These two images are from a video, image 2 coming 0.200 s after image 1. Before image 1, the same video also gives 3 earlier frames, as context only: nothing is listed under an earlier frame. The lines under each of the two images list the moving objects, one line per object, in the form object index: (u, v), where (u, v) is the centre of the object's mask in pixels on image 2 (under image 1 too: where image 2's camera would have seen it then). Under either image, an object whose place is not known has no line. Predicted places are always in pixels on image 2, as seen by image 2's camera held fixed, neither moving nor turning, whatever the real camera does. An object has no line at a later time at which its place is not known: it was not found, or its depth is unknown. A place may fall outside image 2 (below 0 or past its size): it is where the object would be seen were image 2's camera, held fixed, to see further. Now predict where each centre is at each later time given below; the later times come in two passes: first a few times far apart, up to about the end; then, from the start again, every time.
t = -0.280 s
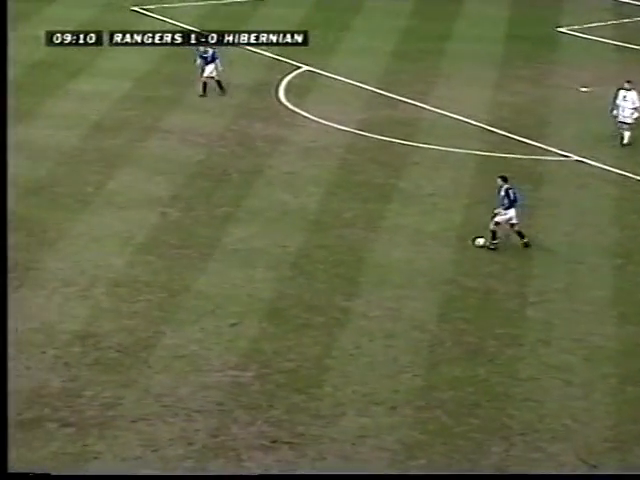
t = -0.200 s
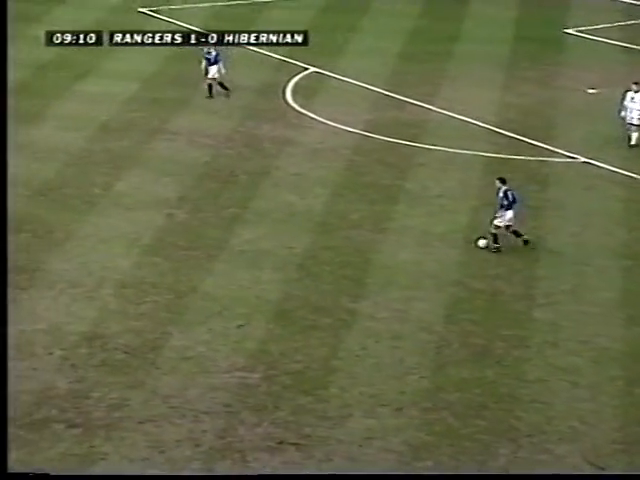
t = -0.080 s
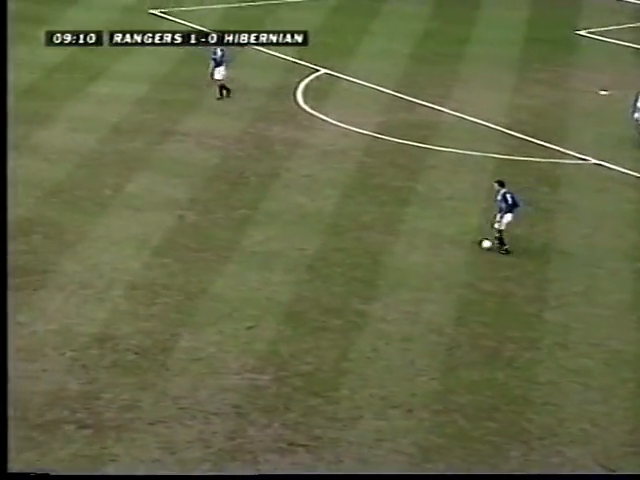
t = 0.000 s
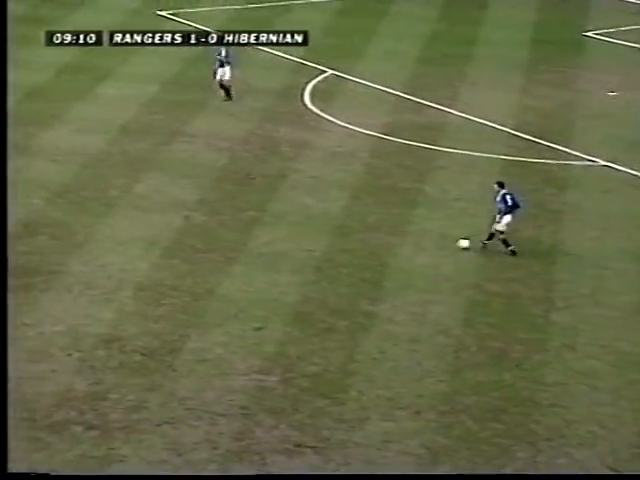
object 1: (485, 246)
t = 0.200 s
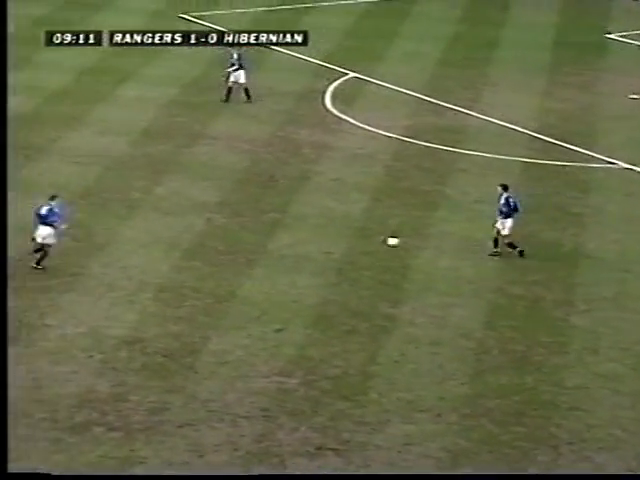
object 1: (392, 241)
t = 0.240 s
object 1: (375, 240)
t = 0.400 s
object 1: (313, 236)
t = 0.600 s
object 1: (244, 233)
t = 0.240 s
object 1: (375, 240)
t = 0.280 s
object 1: (360, 238)
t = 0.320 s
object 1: (344, 238)
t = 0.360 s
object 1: (329, 237)
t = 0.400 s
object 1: (313, 236)
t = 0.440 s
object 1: (298, 235)
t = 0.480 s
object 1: (285, 234)
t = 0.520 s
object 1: (271, 233)
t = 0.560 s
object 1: (258, 233)
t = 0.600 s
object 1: (244, 233)
